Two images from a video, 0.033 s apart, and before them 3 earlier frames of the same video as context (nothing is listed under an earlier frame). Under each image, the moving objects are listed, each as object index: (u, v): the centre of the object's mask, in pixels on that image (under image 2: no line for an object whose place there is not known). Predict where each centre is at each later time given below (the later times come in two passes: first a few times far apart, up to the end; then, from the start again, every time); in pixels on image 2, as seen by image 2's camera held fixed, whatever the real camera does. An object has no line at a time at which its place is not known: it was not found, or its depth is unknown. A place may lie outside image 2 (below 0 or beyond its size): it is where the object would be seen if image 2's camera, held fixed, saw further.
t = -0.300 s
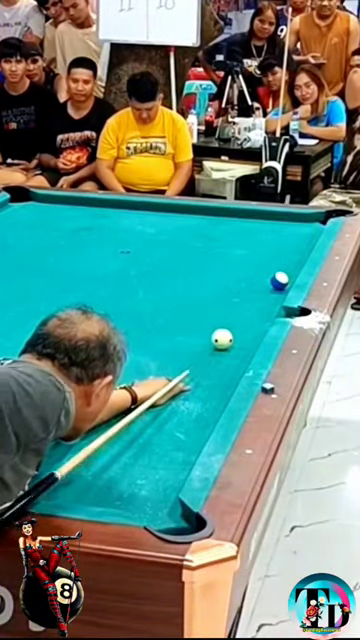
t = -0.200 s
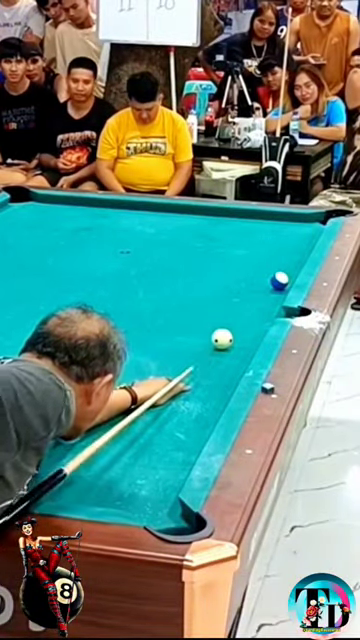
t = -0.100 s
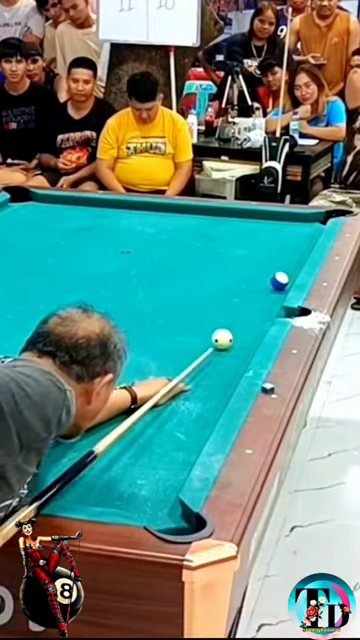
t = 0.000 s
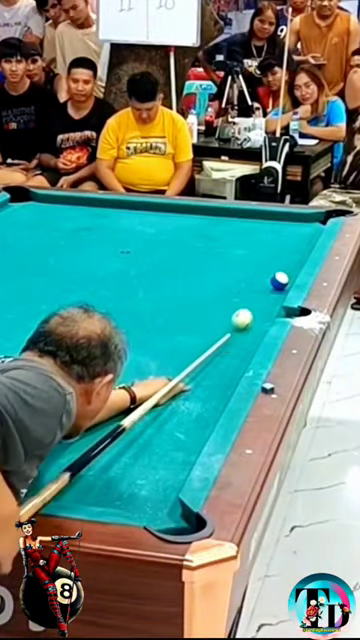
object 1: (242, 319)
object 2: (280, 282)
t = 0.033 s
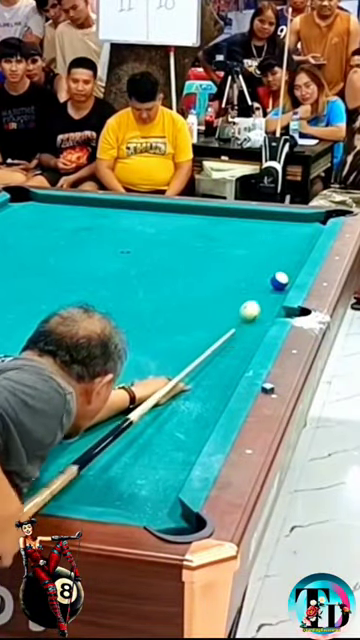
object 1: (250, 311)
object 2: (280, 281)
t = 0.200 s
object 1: (278, 285)
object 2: (287, 272)
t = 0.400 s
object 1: (284, 283)
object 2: (305, 249)
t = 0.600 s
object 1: (284, 282)
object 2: (315, 231)
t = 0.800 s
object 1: (282, 281)
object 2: (320, 217)
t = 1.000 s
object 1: (281, 280)
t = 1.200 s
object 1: (279, 278)
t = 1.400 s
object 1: (279, 278)
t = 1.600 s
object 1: (278, 277)
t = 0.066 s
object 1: (258, 303)
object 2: (280, 282)
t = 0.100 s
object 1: (265, 295)
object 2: (280, 281)
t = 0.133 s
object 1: (272, 289)
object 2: (282, 279)
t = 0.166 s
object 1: (276, 286)
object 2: (284, 275)
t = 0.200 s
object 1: (278, 285)
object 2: (287, 272)
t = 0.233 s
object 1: (279, 285)
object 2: (291, 269)
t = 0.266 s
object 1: (280, 285)
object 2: (295, 263)
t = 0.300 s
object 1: (281, 284)
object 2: (296, 260)
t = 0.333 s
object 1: (282, 284)
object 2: (299, 255)
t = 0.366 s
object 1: (283, 284)
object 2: (302, 251)
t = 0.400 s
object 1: (284, 283)
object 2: (305, 249)
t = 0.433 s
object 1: (285, 283)
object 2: (308, 245)
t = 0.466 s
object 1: (285, 283)
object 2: (308, 243)
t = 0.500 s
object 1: (285, 282)
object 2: (310, 239)
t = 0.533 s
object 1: (284, 282)
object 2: (311, 238)
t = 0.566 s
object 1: (284, 282)
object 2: (312, 235)
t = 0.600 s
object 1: (284, 282)
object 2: (315, 231)
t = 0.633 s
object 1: (284, 281)
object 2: (315, 229)
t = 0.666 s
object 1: (283, 281)
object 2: (316, 227)
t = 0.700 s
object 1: (283, 281)
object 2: (318, 224)
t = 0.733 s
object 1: (283, 281)
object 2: (319, 221)
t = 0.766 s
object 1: (283, 281)
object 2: (319, 219)
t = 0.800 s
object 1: (282, 281)
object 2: (320, 217)
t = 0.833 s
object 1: (282, 281)
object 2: (325, 216)
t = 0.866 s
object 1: (282, 281)
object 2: (332, 216)
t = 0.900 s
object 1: (282, 281)
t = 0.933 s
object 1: (281, 281)
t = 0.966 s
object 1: (281, 281)
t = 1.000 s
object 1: (281, 280)
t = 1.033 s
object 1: (280, 279)
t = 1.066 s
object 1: (280, 279)
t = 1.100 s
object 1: (280, 279)
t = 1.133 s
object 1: (280, 279)
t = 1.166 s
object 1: (279, 279)
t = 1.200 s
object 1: (279, 278)
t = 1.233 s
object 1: (279, 278)
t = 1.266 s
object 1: (279, 278)
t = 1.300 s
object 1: (279, 278)
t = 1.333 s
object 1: (279, 278)
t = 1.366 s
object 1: (279, 278)
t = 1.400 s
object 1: (279, 278)
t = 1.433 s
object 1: (279, 278)
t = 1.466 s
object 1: (278, 278)
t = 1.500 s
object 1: (278, 277)
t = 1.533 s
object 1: (278, 277)
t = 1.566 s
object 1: (278, 277)
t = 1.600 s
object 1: (278, 277)
